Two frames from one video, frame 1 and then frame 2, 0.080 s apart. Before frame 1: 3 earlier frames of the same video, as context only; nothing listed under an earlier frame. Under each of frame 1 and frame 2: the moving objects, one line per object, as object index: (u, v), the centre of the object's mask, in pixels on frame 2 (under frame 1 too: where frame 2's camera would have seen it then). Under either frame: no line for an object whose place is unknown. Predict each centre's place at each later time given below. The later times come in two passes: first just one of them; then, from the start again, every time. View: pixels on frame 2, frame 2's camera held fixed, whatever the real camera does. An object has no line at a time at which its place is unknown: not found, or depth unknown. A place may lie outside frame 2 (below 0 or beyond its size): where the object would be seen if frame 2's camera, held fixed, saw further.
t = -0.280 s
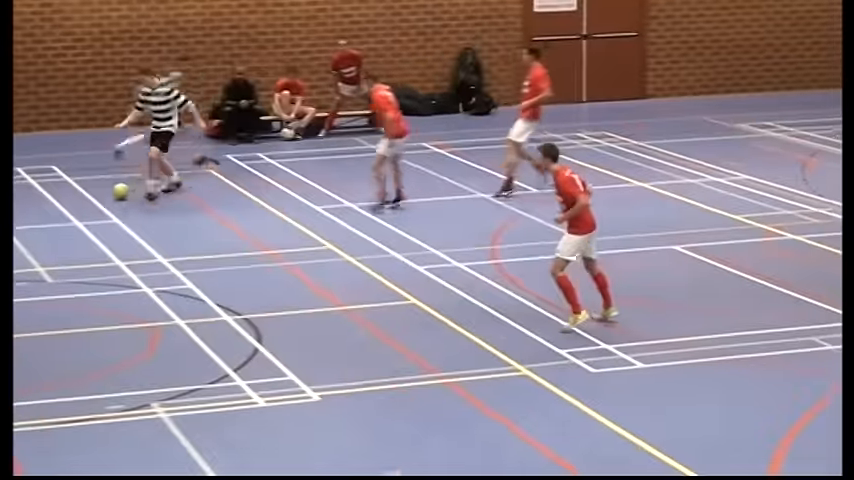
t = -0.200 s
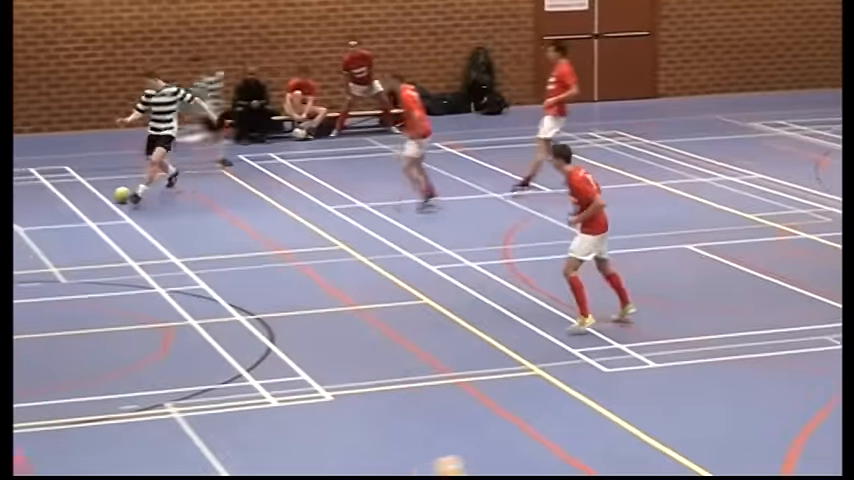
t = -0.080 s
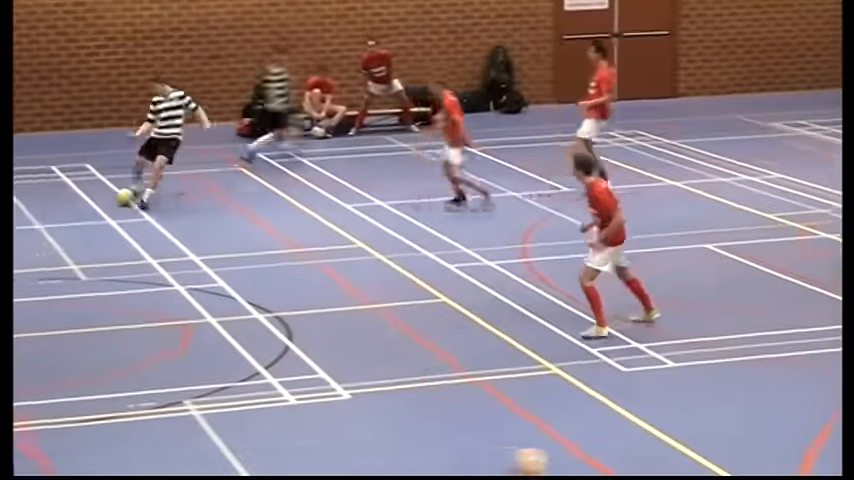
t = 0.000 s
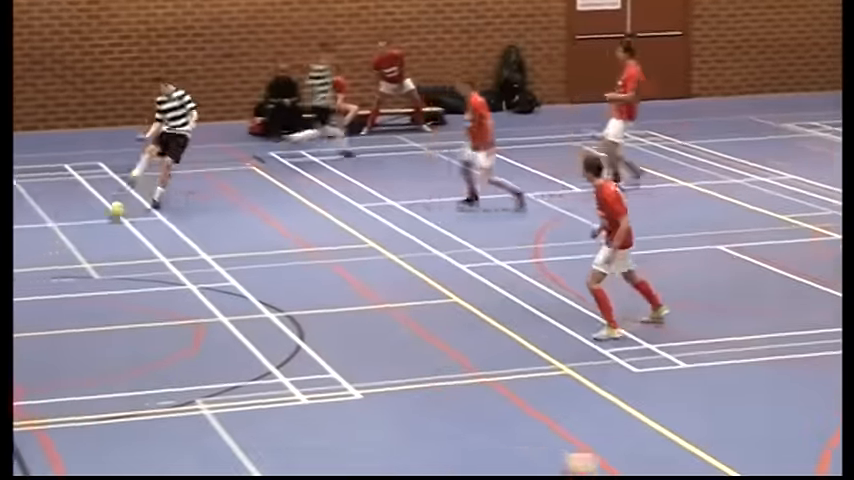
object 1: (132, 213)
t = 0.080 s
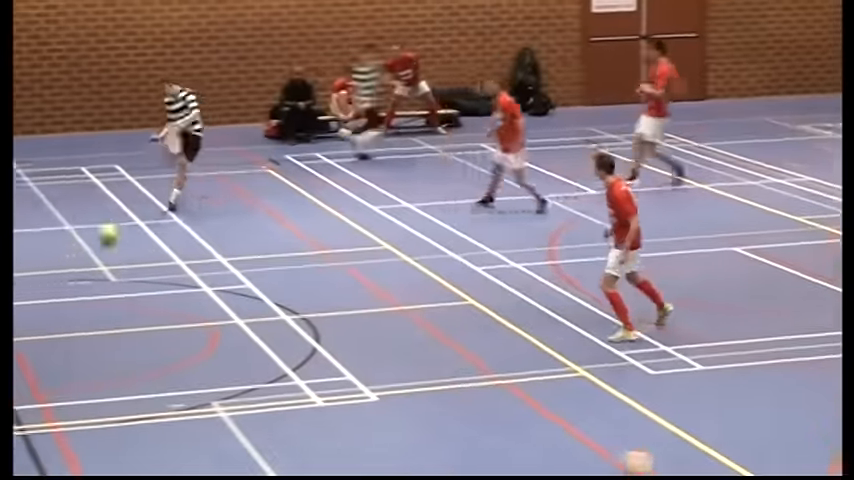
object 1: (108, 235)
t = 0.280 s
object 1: (48, 292)
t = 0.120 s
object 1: (95, 246)
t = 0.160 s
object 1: (84, 257)
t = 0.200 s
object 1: (72, 268)
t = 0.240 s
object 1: (59, 279)
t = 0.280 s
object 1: (48, 292)
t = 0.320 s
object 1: (35, 302)
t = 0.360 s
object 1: (24, 317)
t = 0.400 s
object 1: (12, 330)
